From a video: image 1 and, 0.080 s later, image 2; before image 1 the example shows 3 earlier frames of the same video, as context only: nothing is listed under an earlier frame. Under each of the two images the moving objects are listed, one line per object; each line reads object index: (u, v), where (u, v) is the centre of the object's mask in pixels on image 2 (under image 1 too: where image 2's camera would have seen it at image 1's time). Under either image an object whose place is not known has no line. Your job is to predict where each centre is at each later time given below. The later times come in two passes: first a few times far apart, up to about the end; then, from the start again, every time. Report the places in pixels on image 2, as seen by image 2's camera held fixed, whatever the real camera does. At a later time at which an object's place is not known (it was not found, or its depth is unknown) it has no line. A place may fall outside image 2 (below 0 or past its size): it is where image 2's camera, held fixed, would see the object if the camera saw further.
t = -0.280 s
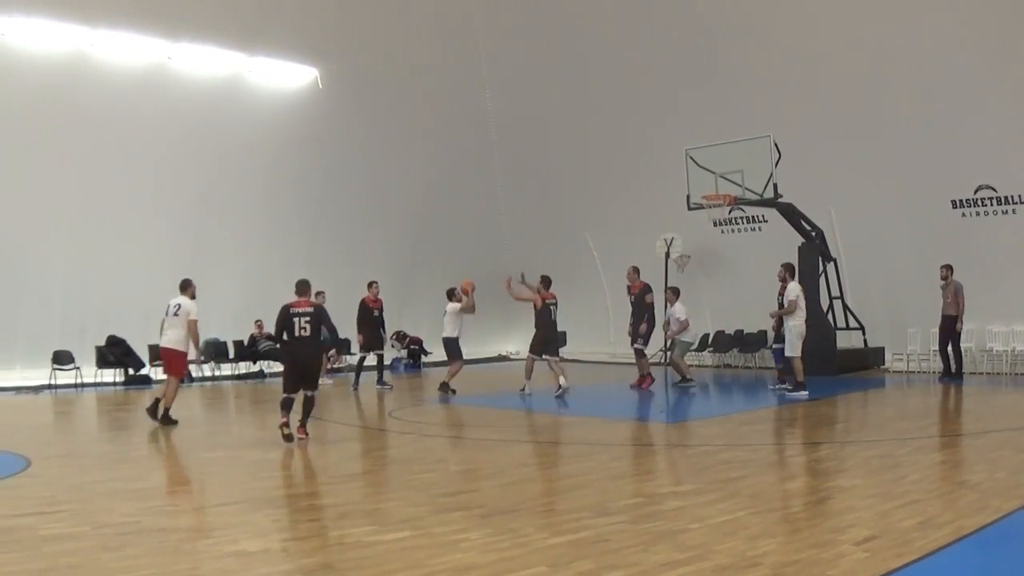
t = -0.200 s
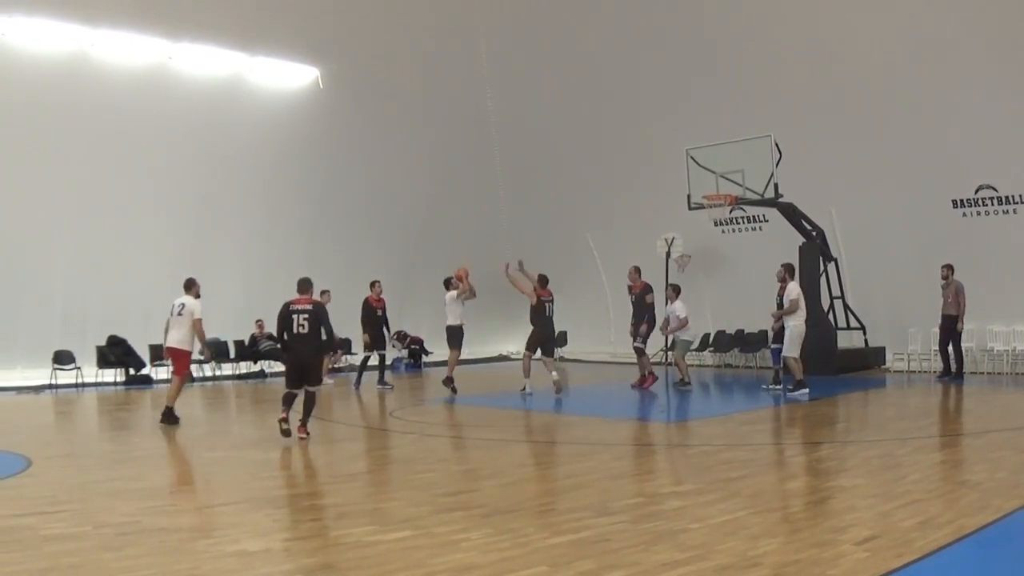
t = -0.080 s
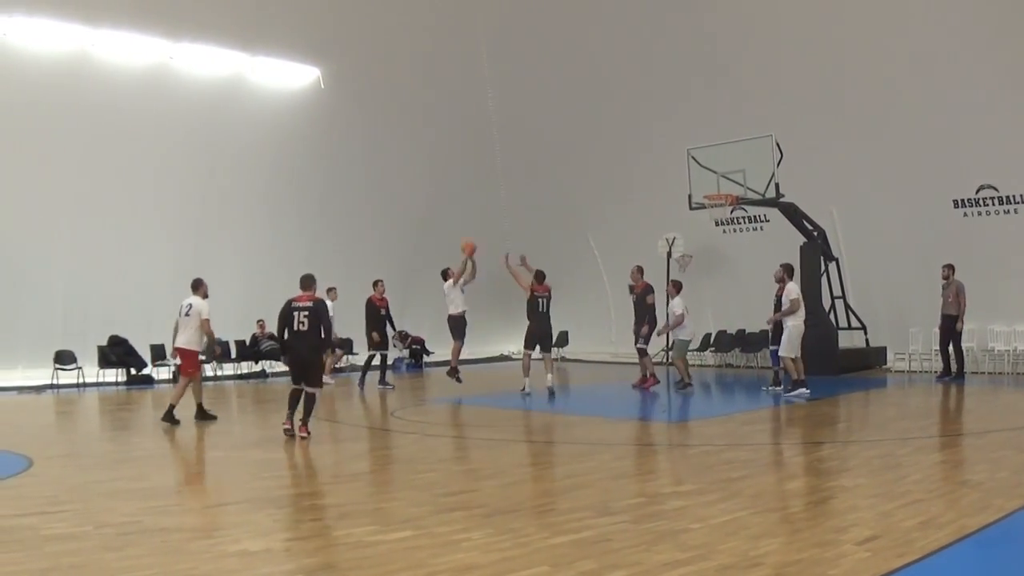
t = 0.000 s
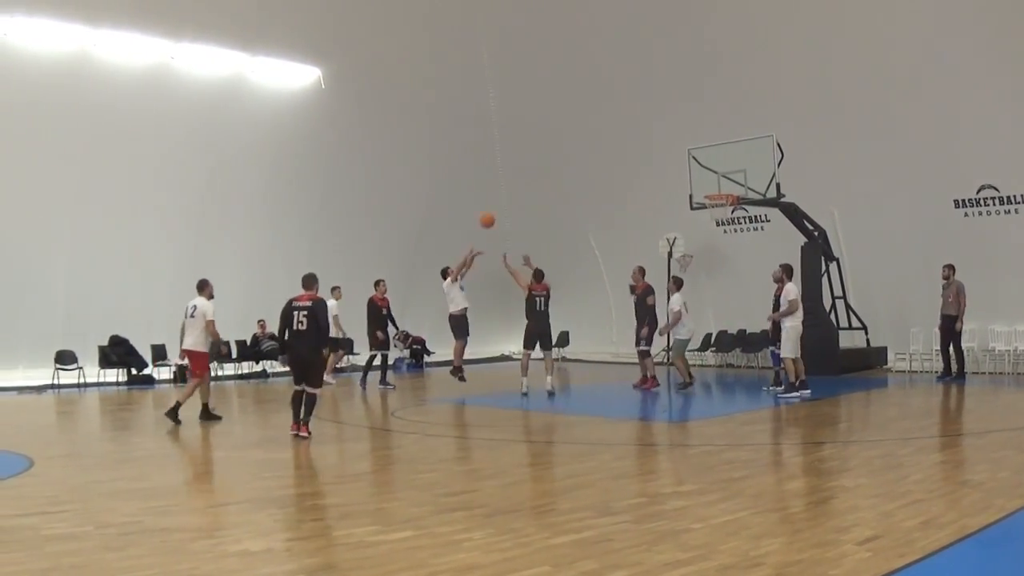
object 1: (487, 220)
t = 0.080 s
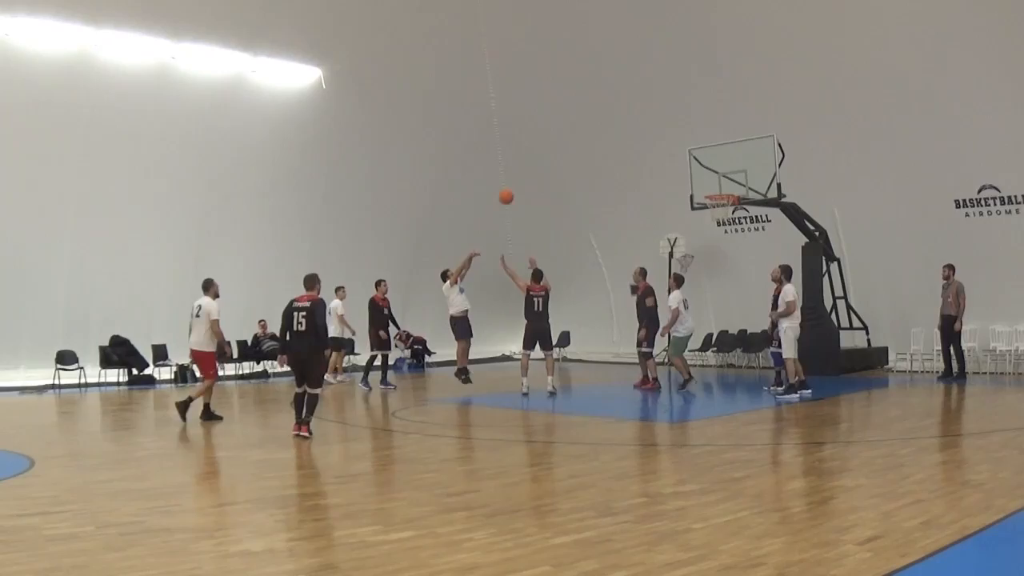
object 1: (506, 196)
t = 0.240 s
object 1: (542, 161)
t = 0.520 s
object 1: (605, 135)
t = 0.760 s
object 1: (660, 150)
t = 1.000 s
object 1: (702, 187)
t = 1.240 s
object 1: (662, 180)
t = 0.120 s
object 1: (515, 186)
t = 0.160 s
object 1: (524, 177)
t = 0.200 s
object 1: (533, 168)
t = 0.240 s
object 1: (542, 161)
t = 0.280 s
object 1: (551, 154)
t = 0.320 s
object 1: (560, 148)
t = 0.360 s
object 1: (569, 144)
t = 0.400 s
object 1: (578, 140)
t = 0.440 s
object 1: (587, 137)
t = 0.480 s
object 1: (596, 136)
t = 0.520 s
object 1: (605, 135)
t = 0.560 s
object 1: (614, 135)
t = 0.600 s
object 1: (623, 136)
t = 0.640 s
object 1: (633, 138)
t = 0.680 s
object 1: (642, 141)
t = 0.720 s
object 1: (651, 146)
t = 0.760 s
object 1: (660, 150)
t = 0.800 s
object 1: (669, 156)
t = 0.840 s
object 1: (679, 163)
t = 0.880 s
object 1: (688, 172)
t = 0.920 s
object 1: (697, 181)
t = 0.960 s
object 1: (707, 190)
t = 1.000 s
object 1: (702, 187)
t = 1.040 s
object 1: (695, 184)
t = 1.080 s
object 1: (688, 181)
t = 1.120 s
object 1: (682, 180)
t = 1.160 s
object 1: (675, 179)
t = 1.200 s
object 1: (668, 179)
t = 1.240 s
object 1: (662, 180)
